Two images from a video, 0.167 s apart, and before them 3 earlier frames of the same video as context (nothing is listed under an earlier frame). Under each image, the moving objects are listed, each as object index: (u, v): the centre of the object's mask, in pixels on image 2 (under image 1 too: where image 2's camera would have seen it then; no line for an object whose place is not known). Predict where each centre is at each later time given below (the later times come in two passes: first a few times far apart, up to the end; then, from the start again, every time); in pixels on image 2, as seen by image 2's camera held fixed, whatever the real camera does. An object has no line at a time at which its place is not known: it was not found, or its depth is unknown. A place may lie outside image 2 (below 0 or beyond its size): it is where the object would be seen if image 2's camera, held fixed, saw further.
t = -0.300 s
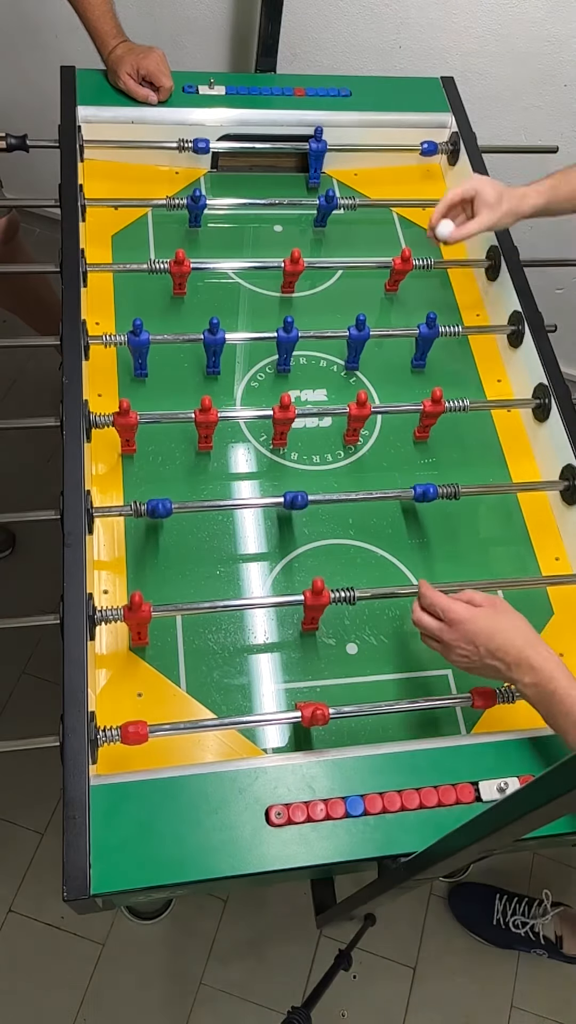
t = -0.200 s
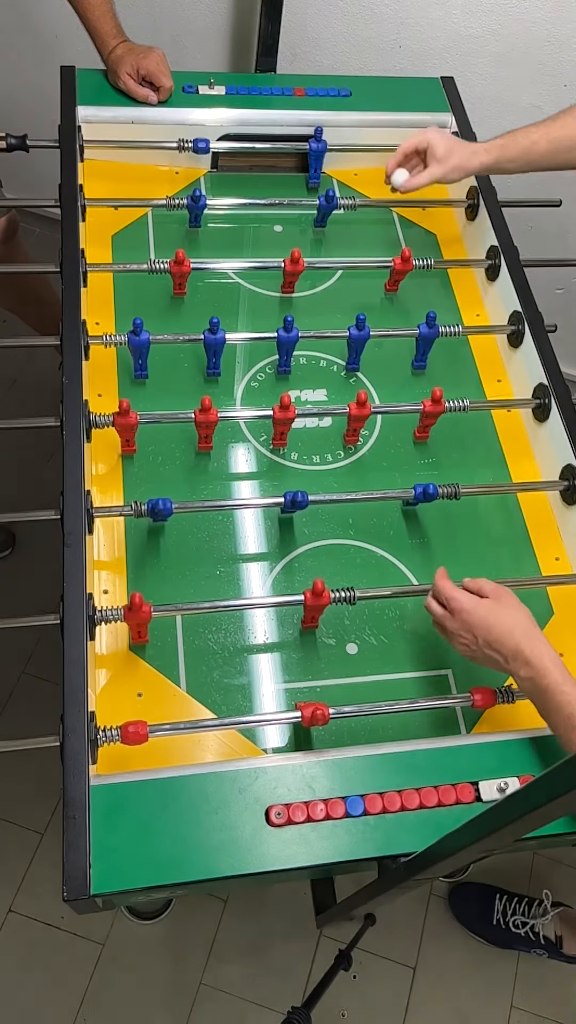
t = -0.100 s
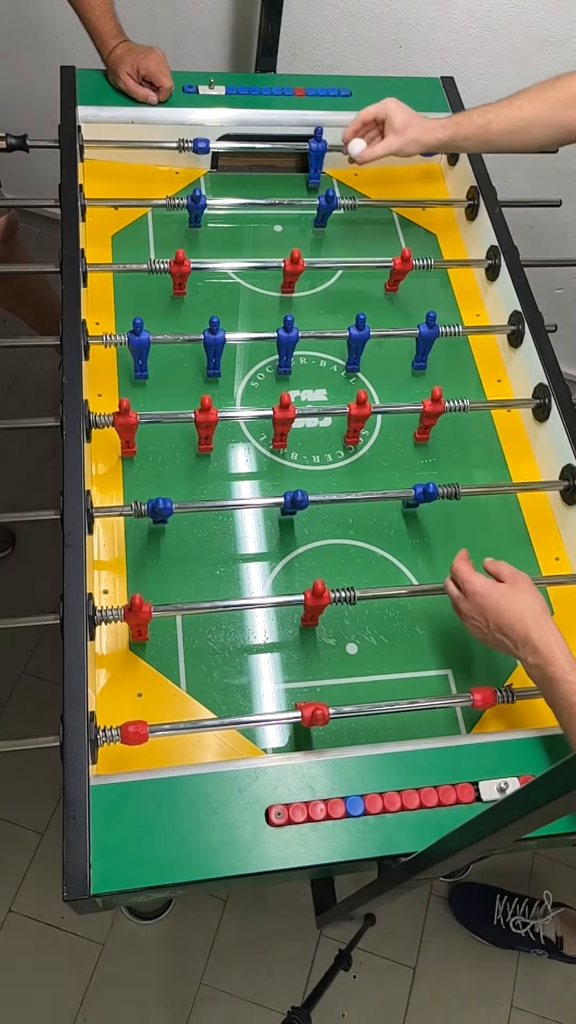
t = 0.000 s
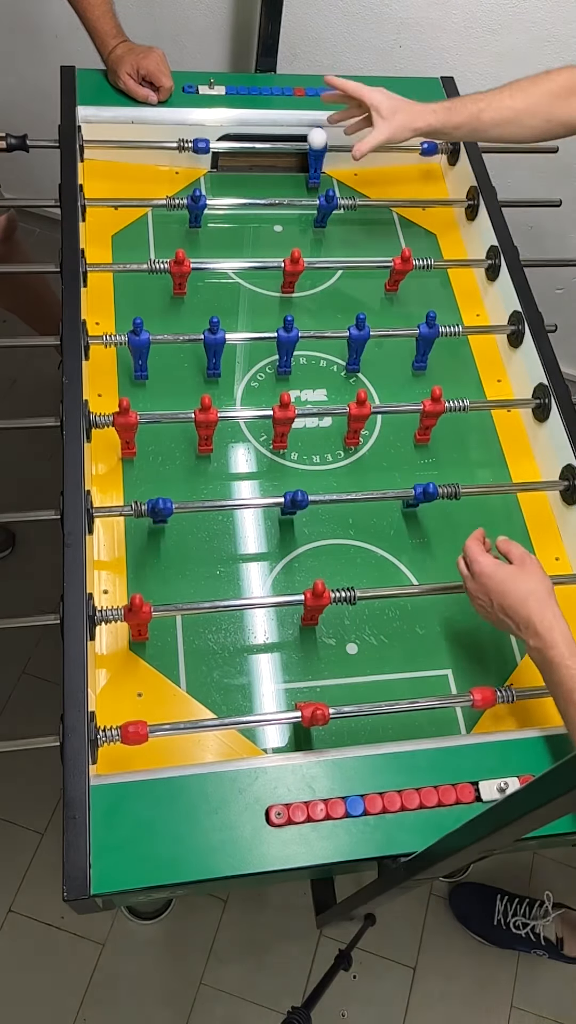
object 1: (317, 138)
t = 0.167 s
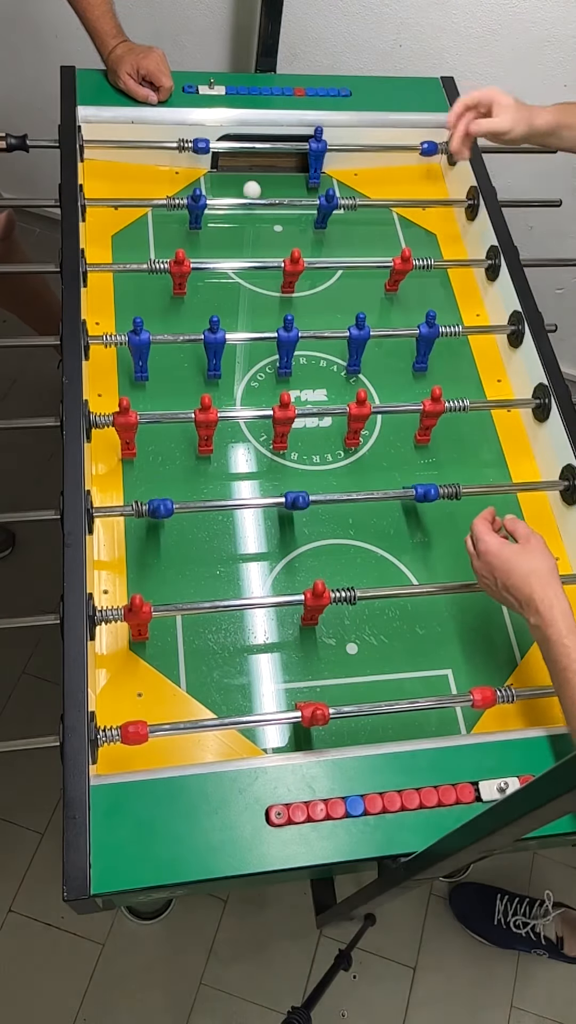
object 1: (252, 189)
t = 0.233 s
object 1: (237, 178)
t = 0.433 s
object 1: (192, 179)
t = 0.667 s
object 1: (152, 164)
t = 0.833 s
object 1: (137, 171)
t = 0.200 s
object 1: (245, 182)
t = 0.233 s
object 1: (237, 178)
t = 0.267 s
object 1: (230, 180)
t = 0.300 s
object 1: (222, 186)
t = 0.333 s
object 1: (214, 183)
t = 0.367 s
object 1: (207, 181)
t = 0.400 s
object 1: (199, 179)
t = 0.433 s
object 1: (192, 179)
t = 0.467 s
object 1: (184, 175)
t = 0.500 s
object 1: (178, 173)
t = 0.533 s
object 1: (171, 170)
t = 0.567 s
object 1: (166, 168)
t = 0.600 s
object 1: (161, 166)
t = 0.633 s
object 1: (156, 164)
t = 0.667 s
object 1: (152, 164)
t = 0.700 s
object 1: (148, 165)
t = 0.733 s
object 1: (145, 166)
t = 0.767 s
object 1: (142, 167)
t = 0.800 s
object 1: (140, 169)
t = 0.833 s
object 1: (137, 171)
